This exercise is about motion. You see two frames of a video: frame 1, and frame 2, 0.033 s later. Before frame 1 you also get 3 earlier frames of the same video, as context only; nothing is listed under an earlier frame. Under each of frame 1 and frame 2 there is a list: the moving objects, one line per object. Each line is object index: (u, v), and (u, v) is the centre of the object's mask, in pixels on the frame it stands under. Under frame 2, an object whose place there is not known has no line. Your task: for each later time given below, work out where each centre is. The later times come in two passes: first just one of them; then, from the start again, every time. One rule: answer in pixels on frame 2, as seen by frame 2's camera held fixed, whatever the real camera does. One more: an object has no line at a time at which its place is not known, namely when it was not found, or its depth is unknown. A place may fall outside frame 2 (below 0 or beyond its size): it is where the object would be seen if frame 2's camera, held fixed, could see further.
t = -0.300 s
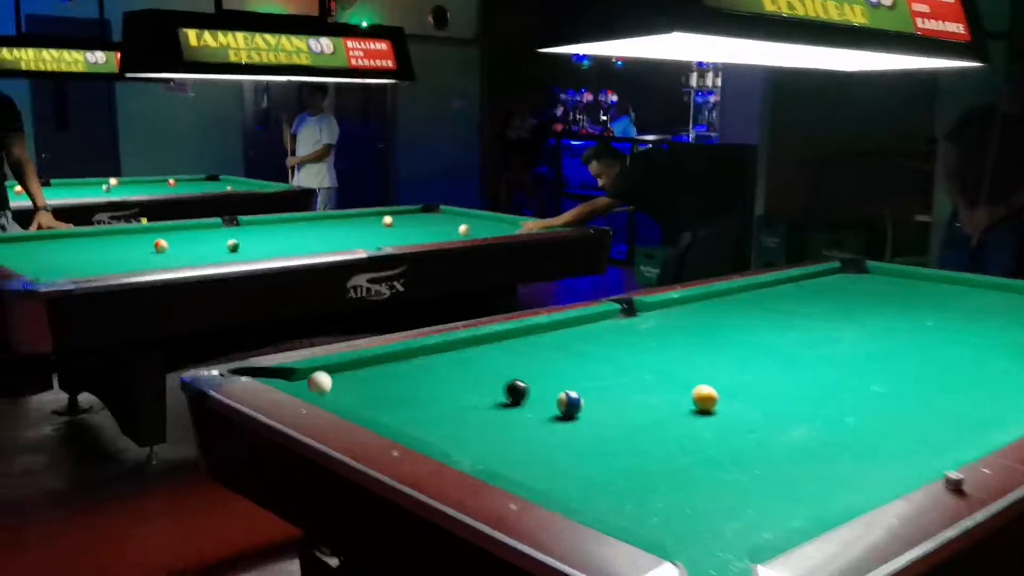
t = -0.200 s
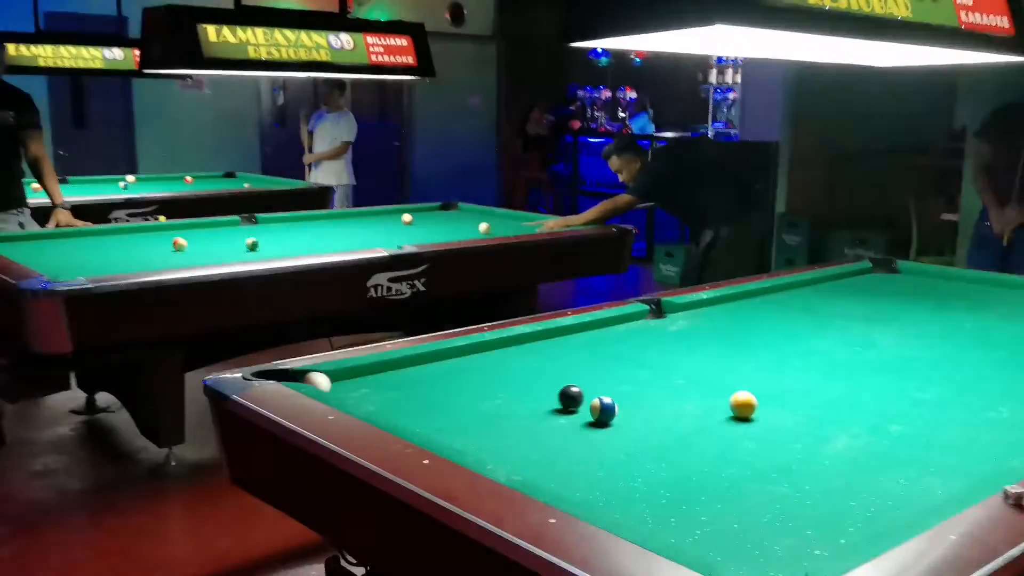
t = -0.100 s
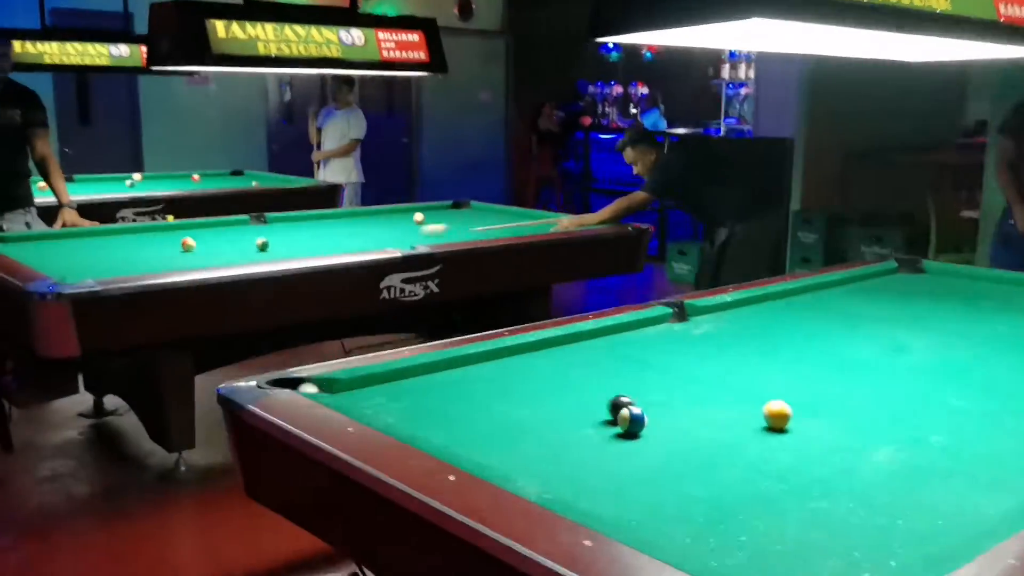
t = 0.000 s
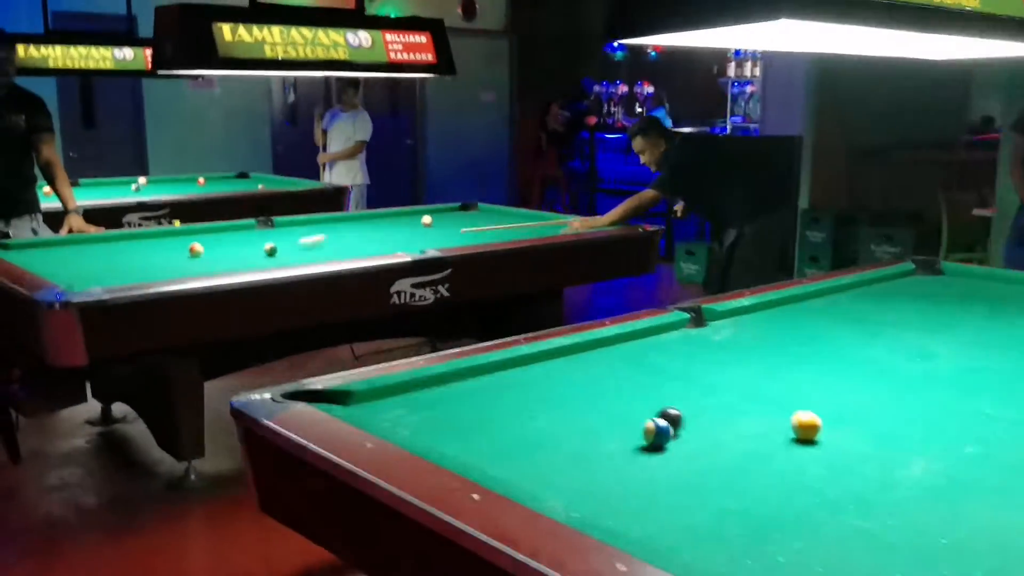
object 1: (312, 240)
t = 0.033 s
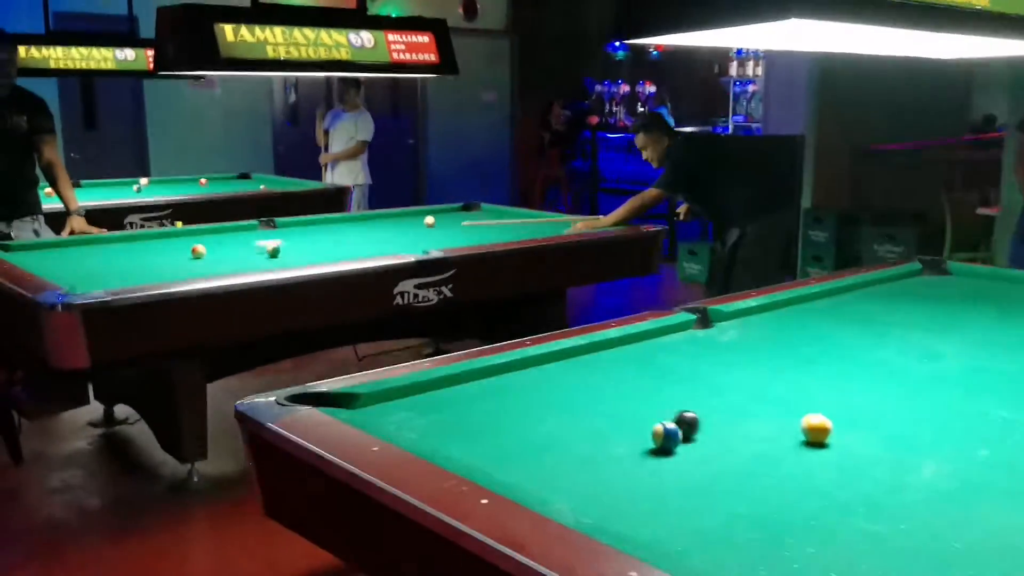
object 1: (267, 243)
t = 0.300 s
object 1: (167, 244)
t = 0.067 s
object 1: (220, 247)
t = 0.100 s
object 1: (207, 247)
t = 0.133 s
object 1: (201, 247)
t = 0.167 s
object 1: (196, 247)
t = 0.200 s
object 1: (189, 246)
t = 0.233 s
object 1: (182, 246)
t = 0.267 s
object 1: (175, 245)
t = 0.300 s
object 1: (167, 244)
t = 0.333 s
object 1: (160, 243)
